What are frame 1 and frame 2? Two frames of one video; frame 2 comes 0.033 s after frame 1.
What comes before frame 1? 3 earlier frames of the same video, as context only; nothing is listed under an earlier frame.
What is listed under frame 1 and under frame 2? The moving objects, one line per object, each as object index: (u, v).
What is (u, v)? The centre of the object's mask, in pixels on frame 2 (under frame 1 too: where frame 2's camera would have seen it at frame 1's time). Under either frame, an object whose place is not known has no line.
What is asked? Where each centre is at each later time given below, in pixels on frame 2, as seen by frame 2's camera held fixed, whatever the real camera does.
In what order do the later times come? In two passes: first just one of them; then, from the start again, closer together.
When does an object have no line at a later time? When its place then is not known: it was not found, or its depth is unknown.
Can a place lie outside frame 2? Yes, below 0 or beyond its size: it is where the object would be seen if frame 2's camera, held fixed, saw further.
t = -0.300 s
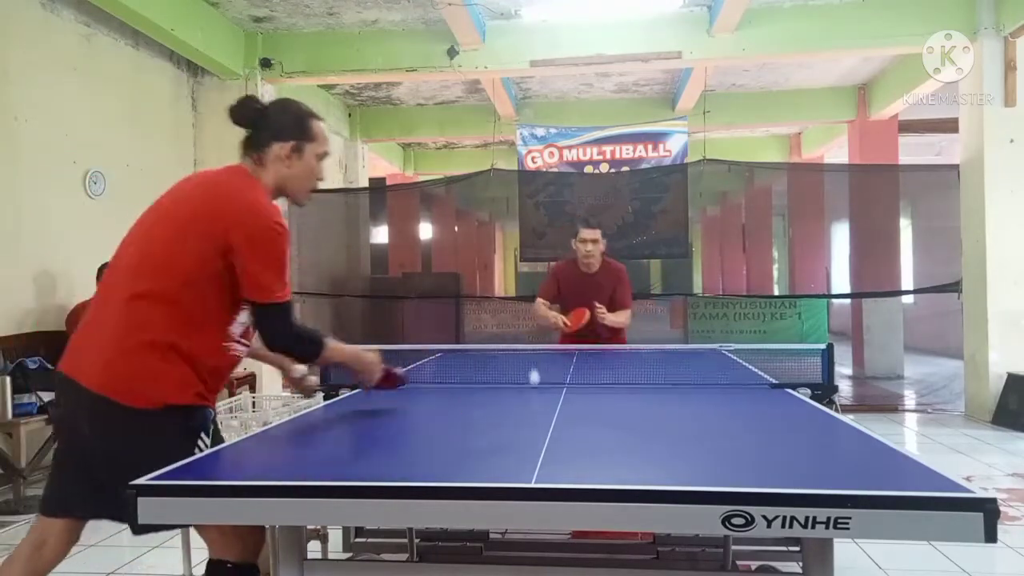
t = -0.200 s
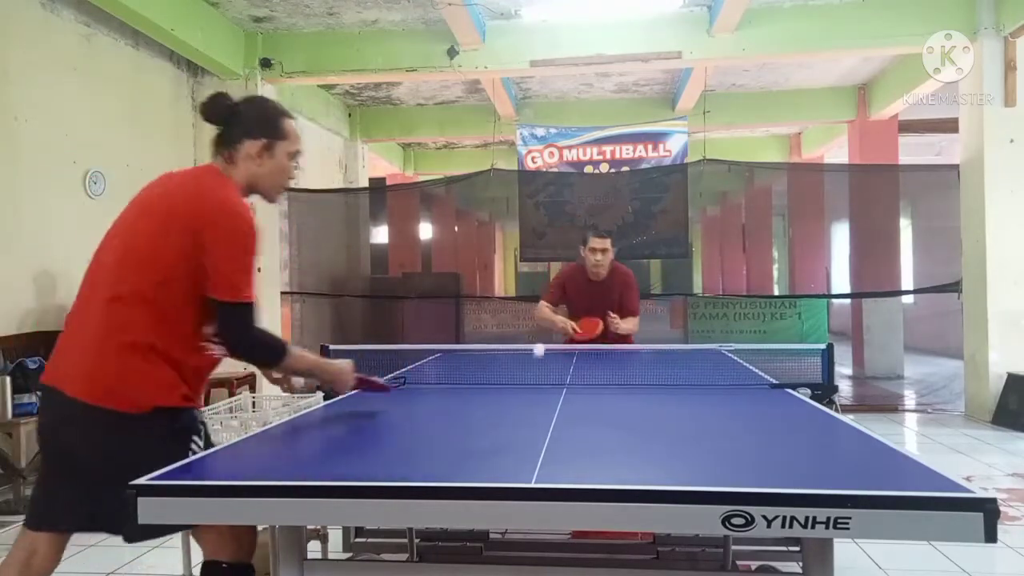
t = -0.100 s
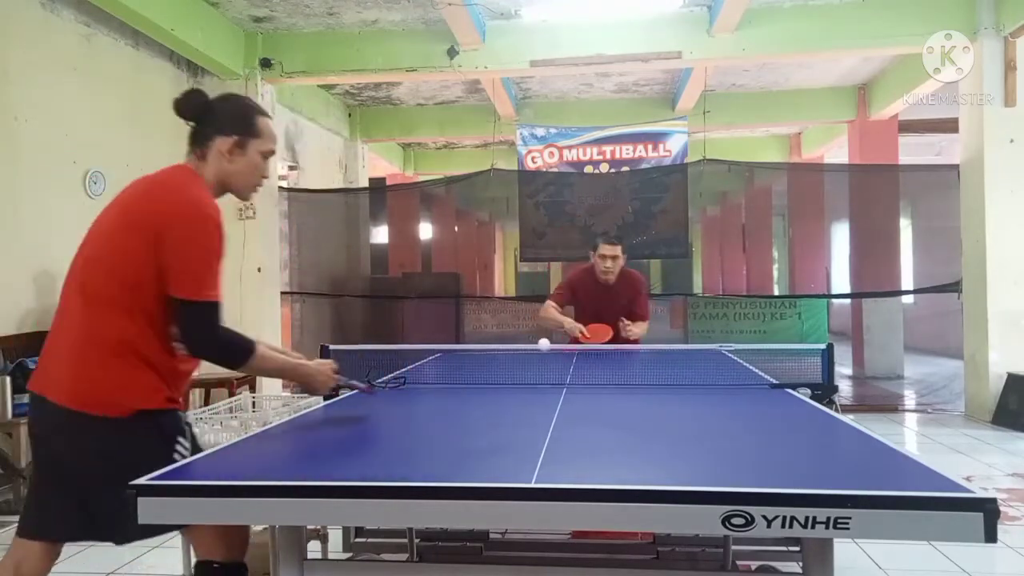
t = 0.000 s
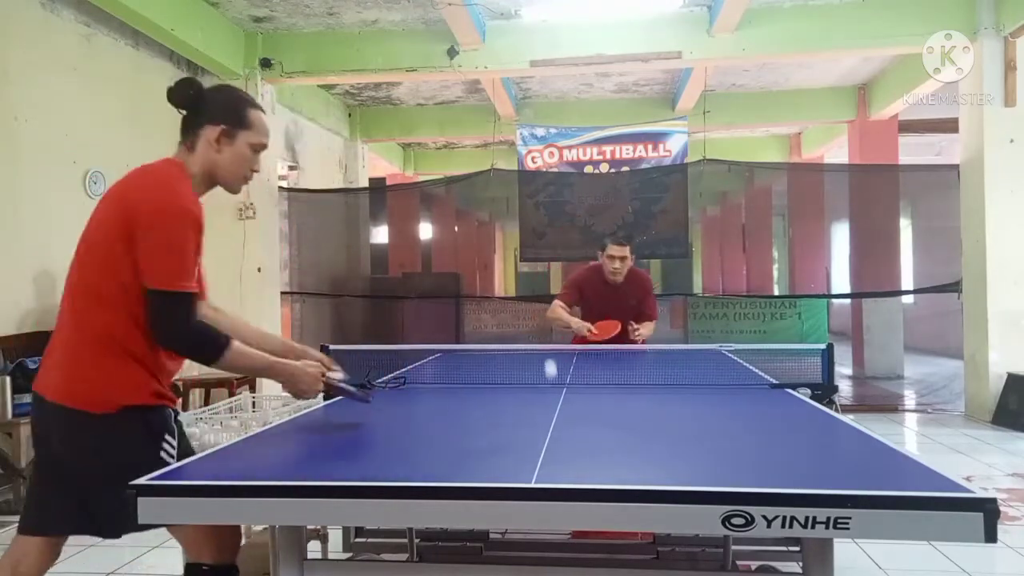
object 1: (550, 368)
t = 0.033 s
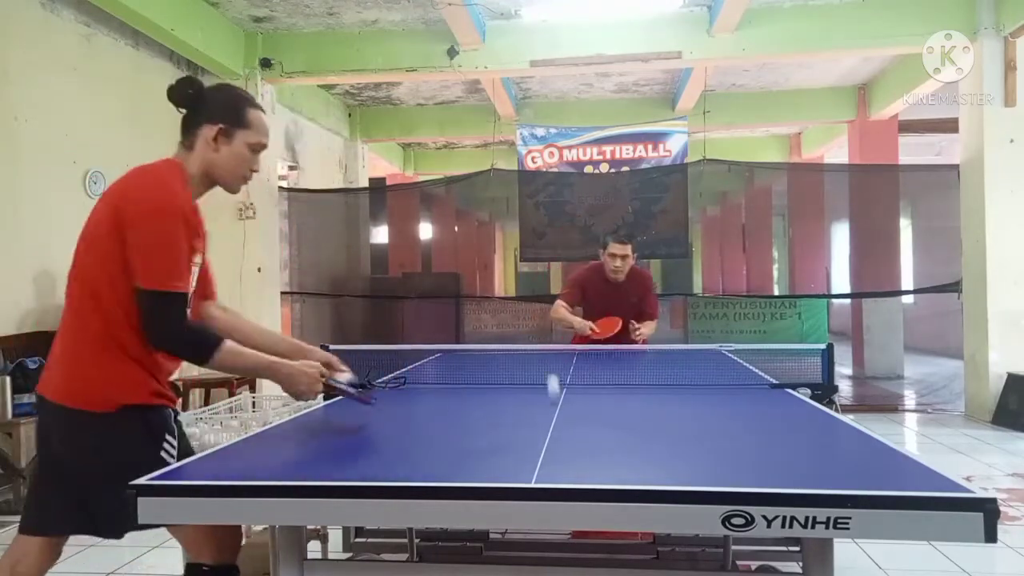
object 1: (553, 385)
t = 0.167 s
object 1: (562, 361)
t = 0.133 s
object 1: (560, 366)
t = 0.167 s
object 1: (562, 361)
